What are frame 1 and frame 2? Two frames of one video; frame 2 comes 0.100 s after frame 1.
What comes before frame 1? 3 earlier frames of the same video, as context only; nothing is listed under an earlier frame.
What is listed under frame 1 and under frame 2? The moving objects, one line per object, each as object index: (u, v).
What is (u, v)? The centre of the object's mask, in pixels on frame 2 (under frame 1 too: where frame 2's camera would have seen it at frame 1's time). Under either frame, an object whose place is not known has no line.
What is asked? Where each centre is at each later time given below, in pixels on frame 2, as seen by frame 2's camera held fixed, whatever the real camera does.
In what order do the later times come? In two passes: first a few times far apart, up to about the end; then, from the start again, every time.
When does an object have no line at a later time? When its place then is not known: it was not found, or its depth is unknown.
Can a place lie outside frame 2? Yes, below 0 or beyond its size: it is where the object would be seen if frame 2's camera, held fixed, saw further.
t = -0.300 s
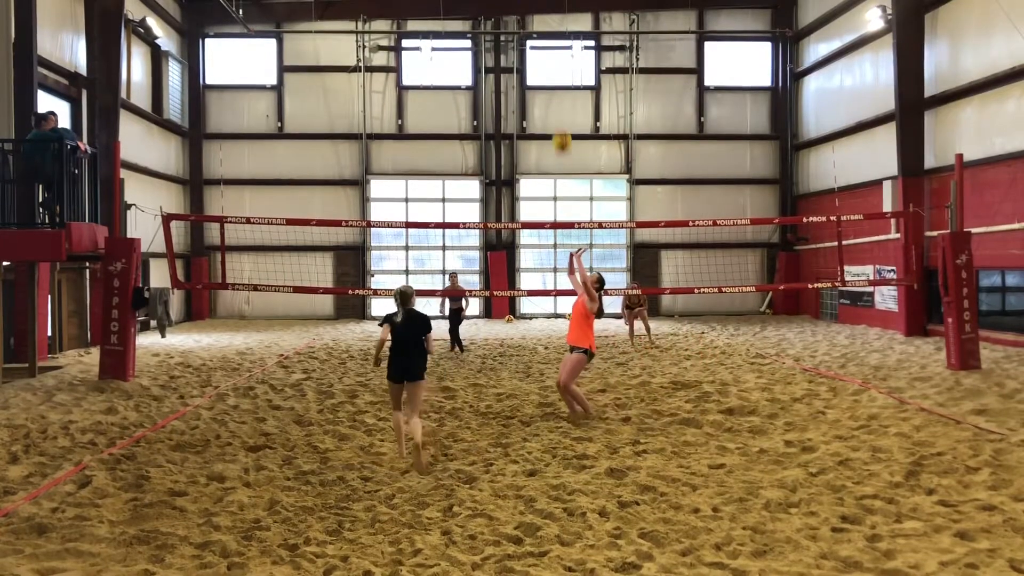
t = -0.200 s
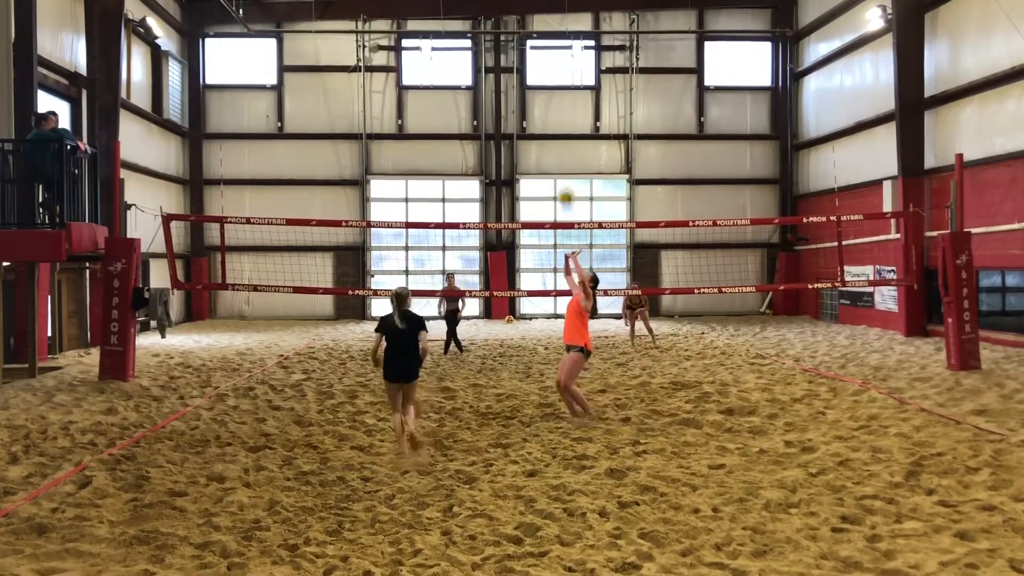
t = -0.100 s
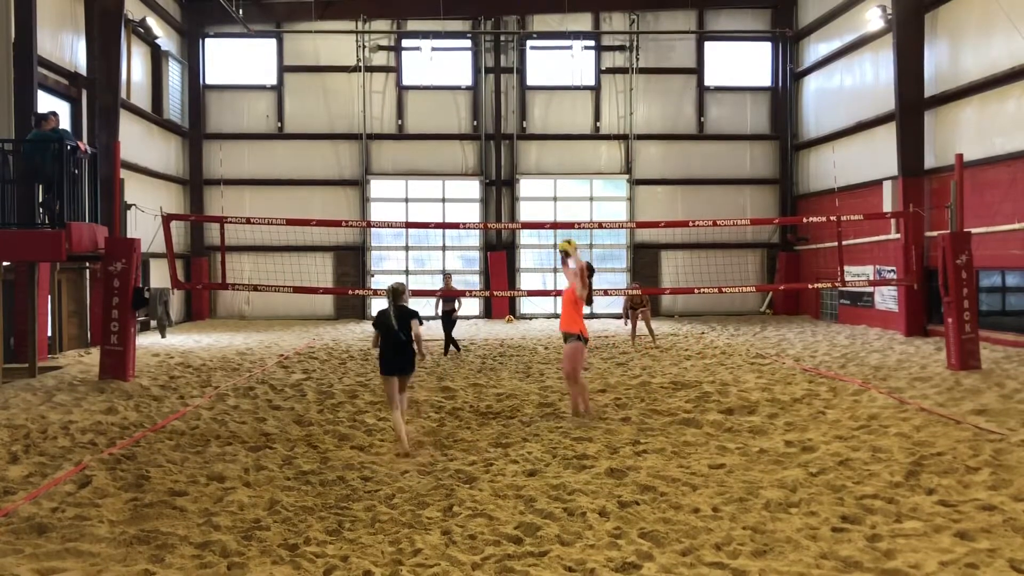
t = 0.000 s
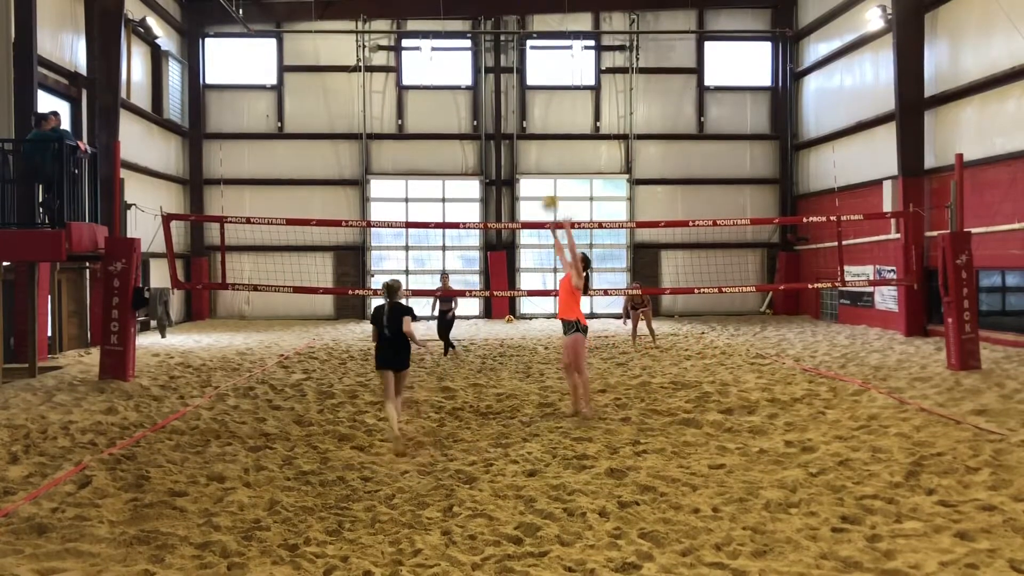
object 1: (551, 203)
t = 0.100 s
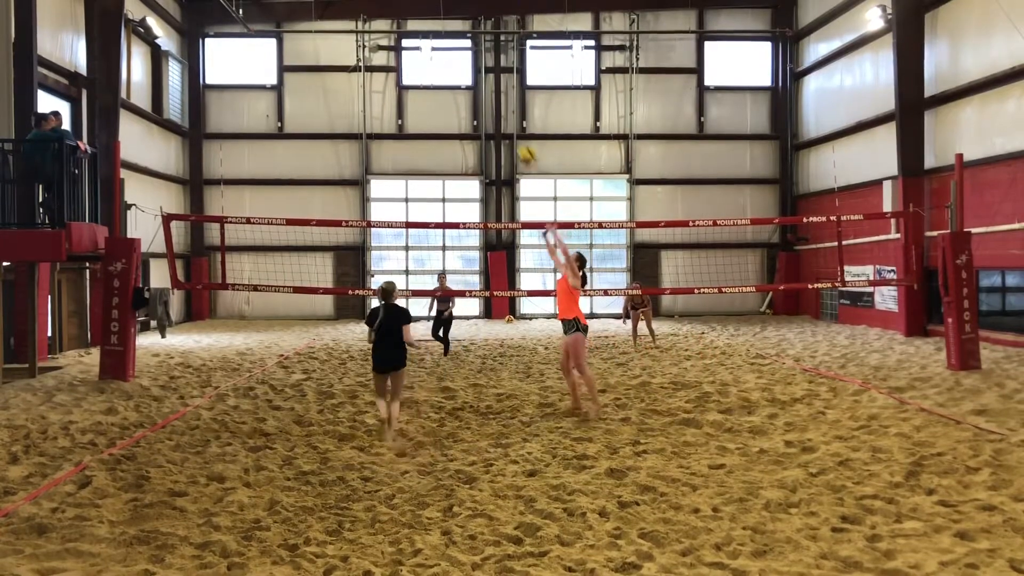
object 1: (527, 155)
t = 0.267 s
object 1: (494, 100)
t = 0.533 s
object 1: (439, 65)
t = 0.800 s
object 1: (392, 92)
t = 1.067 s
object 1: (346, 173)
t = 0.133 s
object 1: (520, 141)
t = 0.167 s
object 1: (513, 129)
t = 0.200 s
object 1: (506, 118)
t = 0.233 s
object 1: (500, 109)
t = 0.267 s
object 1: (494, 100)
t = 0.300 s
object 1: (487, 92)
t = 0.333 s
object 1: (480, 84)
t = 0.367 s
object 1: (474, 80)
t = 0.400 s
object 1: (467, 75)
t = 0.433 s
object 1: (459, 71)
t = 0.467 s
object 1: (453, 68)
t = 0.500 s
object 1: (446, 66)
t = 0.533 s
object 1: (439, 65)
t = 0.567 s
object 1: (433, 65)
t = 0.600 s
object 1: (427, 66)
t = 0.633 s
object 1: (421, 68)
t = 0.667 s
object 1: (415, 71)
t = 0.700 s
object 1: (408, 75)
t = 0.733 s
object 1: (402, 80)
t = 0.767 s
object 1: (396, 85)
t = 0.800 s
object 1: (392, 92)
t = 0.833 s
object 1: (384, 99)
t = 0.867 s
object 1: (379, 107)
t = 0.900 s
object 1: (374, 116)
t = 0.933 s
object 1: (369, 126)
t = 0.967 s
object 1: (362, 137)
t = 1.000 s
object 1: (357, 148)
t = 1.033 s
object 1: (353, 161)
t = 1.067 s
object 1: (346, 173)
